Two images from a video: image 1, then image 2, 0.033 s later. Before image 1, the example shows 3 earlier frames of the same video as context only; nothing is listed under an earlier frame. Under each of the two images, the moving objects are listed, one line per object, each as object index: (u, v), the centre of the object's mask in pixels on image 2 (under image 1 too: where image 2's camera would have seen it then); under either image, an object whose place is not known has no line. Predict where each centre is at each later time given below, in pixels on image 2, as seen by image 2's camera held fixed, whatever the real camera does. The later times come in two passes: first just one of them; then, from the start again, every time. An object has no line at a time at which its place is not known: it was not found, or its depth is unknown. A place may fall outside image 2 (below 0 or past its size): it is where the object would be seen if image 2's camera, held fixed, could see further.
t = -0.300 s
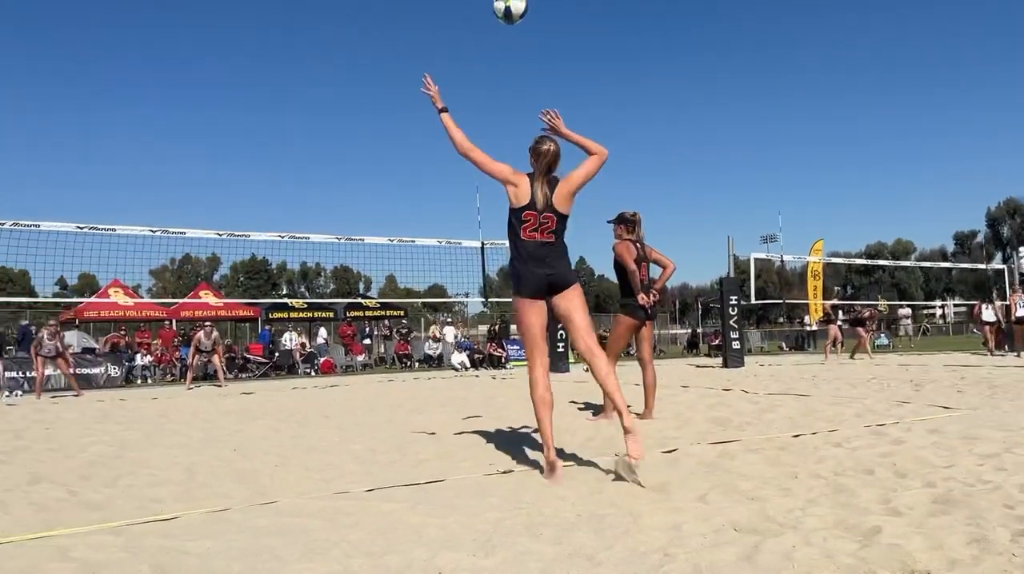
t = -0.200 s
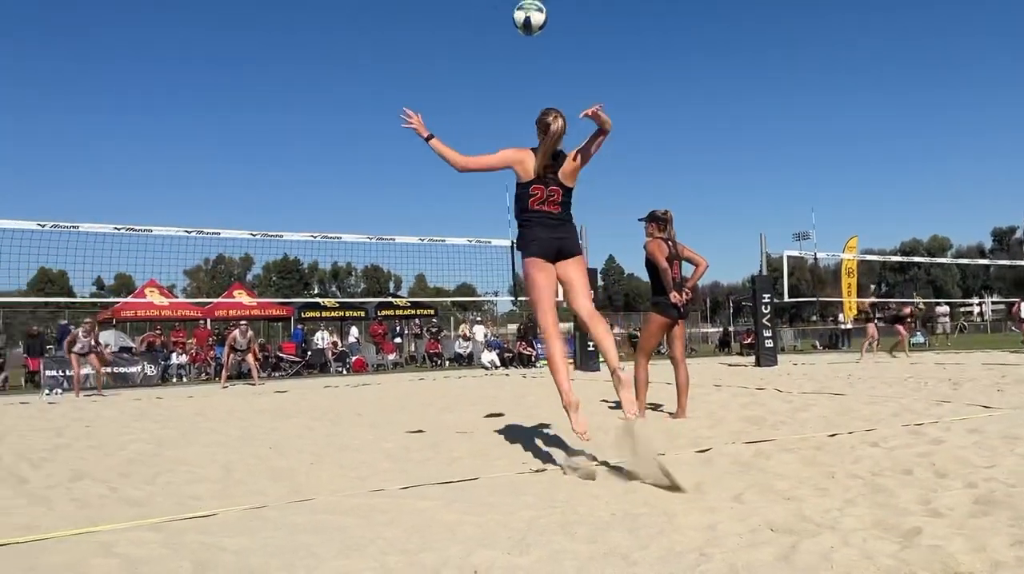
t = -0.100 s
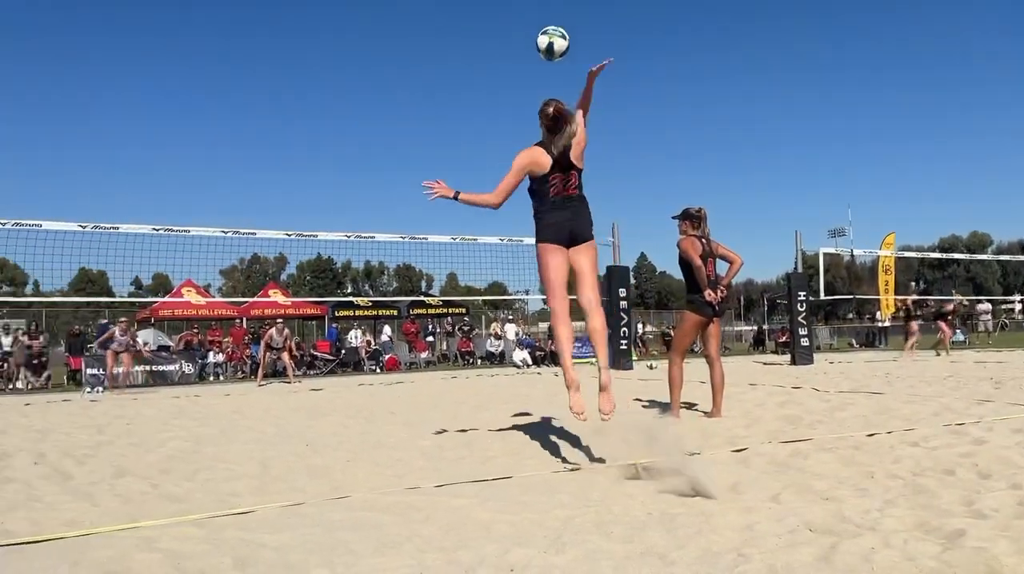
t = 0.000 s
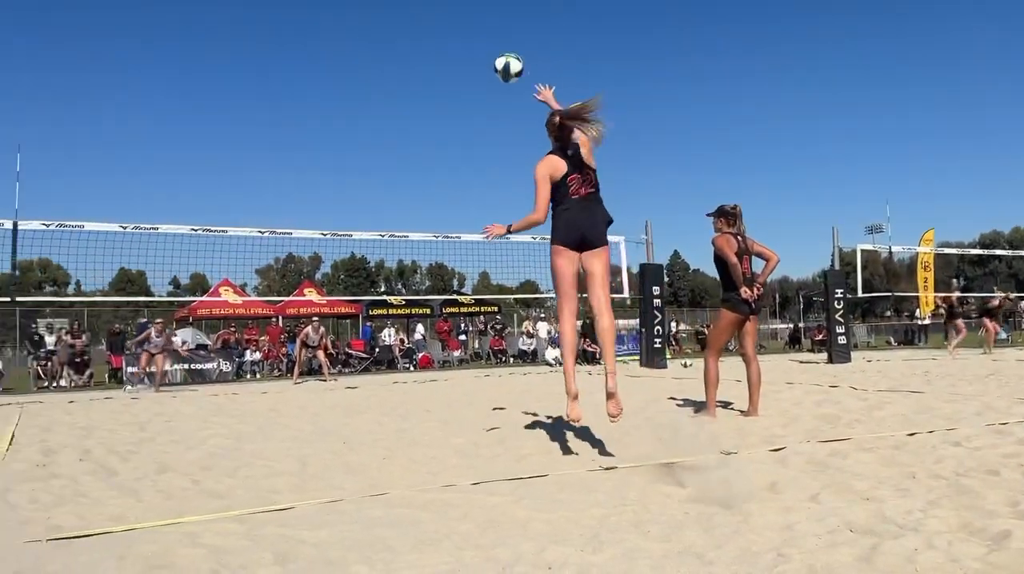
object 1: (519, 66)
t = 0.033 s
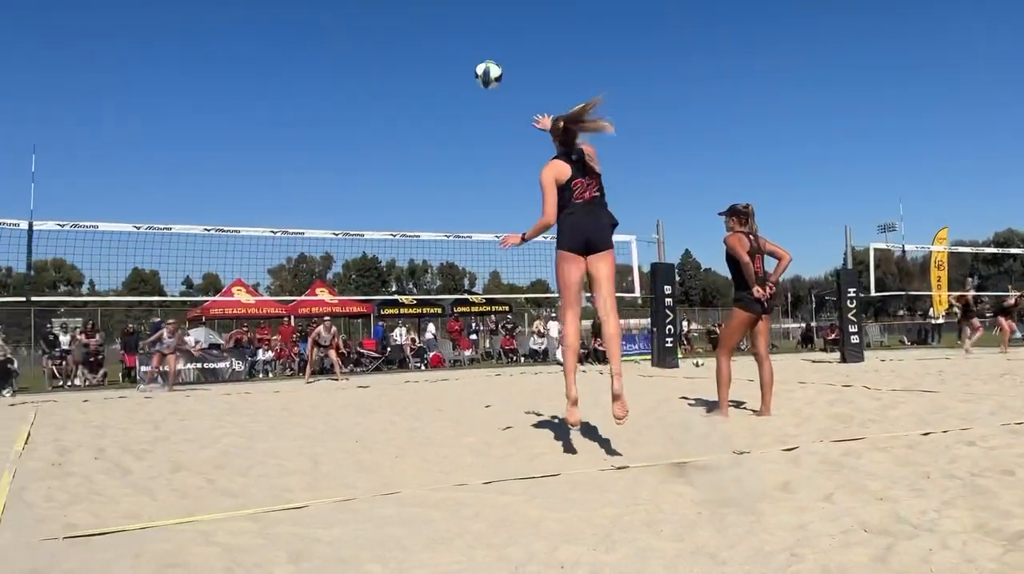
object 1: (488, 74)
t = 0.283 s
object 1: (352, 140)
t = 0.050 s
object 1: (475, 77)
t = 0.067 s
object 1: (462, 81)
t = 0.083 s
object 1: (450, 86)
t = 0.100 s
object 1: (439, 90)
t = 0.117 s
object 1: (429, 94)
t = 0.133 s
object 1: (419, 98)
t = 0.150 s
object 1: (410, 103)
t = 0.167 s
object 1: (402, 107)
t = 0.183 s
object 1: (393, 111)
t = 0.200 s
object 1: (385, 116)
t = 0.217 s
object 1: (378, 121)
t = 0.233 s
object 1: (371, 125)
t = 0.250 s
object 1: (365, 130)
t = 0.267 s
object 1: (358, 135)
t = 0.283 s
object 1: (352, 140)
